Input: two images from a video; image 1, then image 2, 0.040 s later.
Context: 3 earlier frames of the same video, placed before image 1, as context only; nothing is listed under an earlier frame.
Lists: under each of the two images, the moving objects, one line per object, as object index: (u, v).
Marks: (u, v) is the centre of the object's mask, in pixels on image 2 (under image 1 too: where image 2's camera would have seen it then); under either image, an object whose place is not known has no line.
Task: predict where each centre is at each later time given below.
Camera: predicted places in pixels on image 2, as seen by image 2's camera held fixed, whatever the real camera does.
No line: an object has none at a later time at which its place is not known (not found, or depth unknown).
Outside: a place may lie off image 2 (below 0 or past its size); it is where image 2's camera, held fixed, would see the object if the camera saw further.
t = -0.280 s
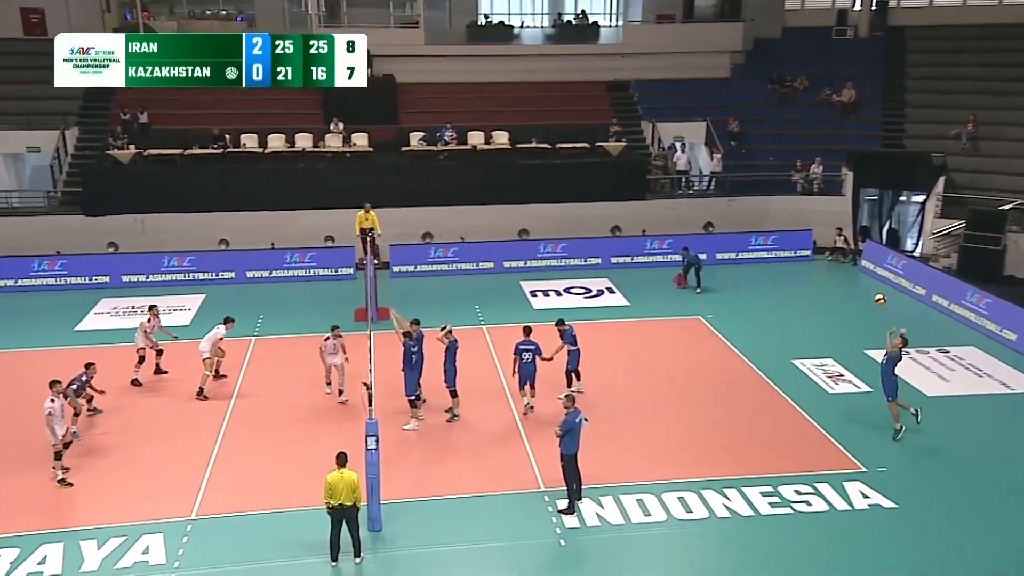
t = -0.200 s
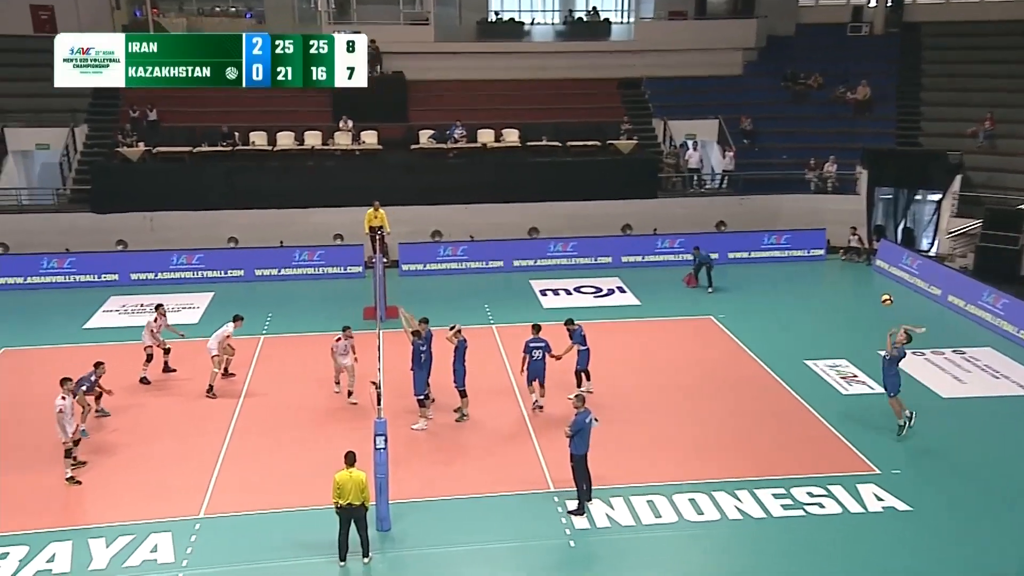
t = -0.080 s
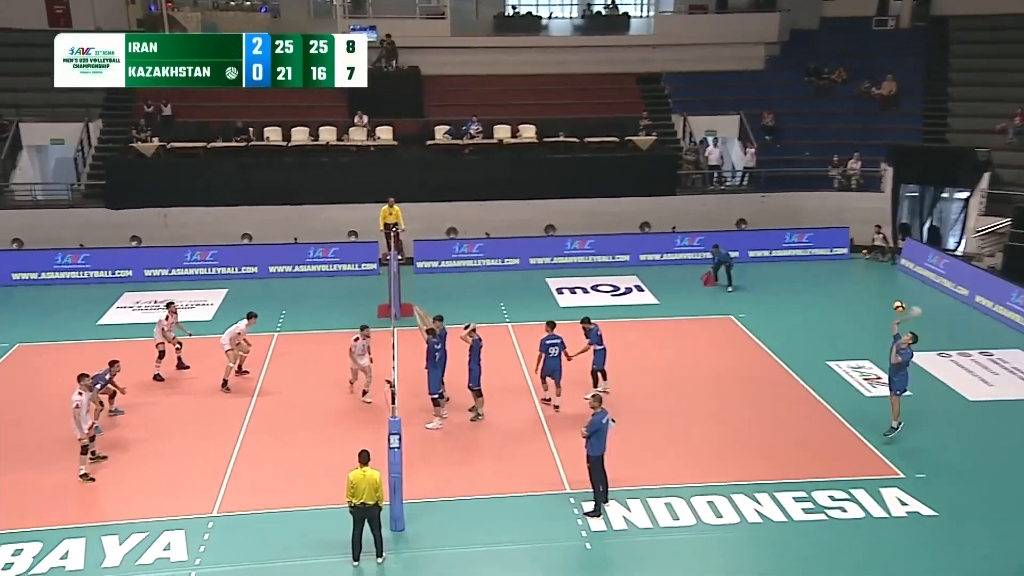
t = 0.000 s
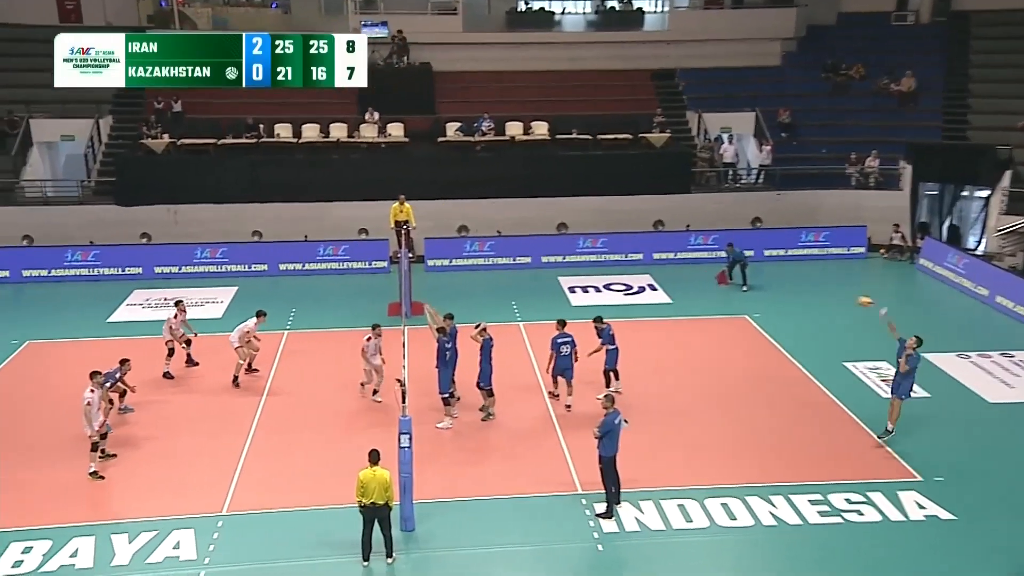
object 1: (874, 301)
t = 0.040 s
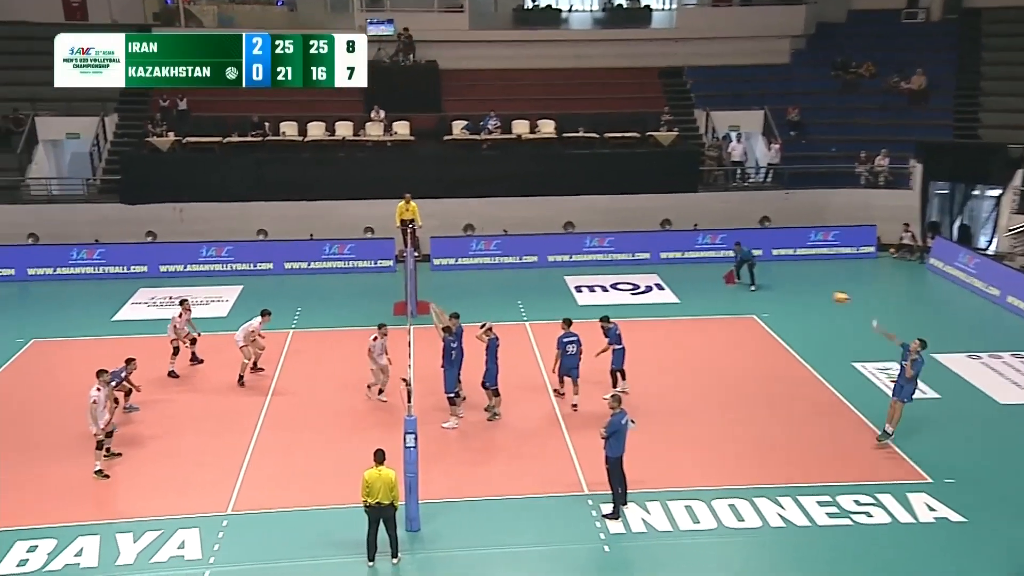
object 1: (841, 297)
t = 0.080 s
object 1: (808, 294)
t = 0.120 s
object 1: (775, 291)
